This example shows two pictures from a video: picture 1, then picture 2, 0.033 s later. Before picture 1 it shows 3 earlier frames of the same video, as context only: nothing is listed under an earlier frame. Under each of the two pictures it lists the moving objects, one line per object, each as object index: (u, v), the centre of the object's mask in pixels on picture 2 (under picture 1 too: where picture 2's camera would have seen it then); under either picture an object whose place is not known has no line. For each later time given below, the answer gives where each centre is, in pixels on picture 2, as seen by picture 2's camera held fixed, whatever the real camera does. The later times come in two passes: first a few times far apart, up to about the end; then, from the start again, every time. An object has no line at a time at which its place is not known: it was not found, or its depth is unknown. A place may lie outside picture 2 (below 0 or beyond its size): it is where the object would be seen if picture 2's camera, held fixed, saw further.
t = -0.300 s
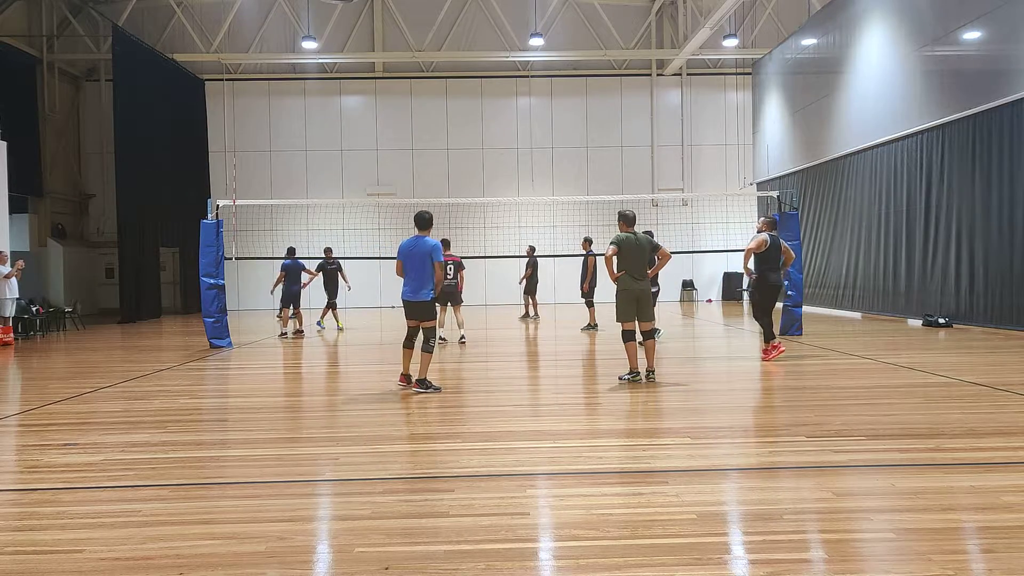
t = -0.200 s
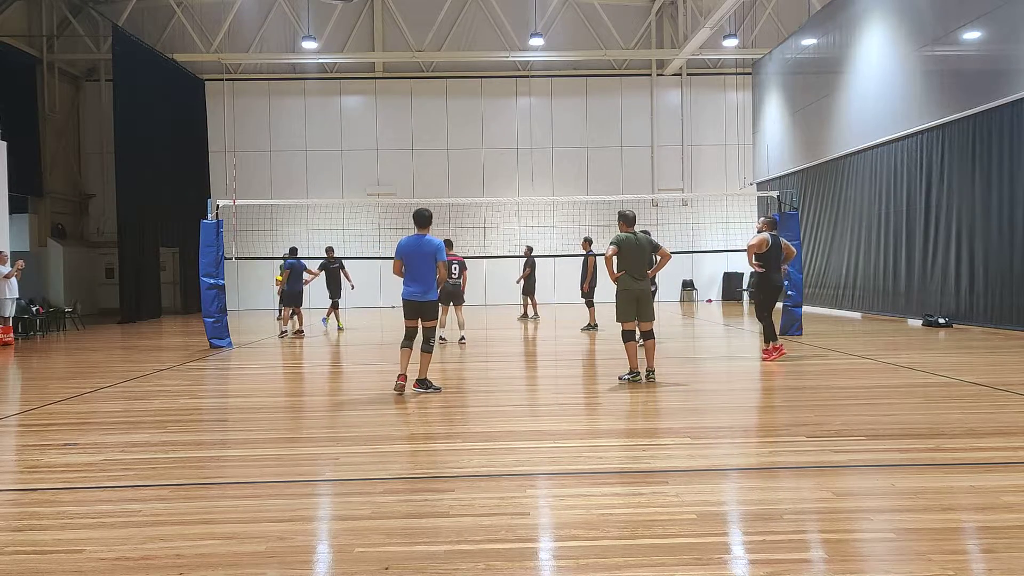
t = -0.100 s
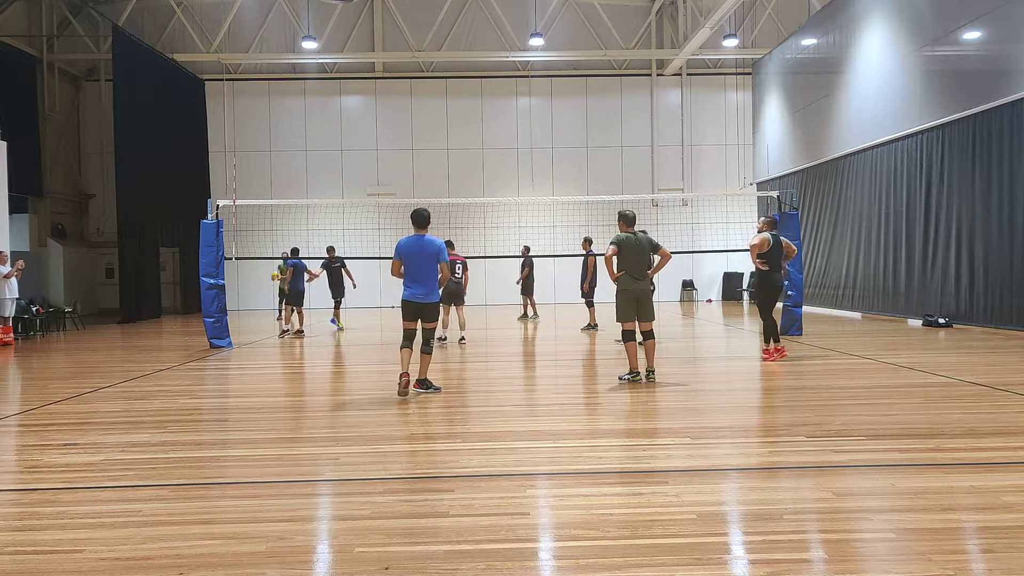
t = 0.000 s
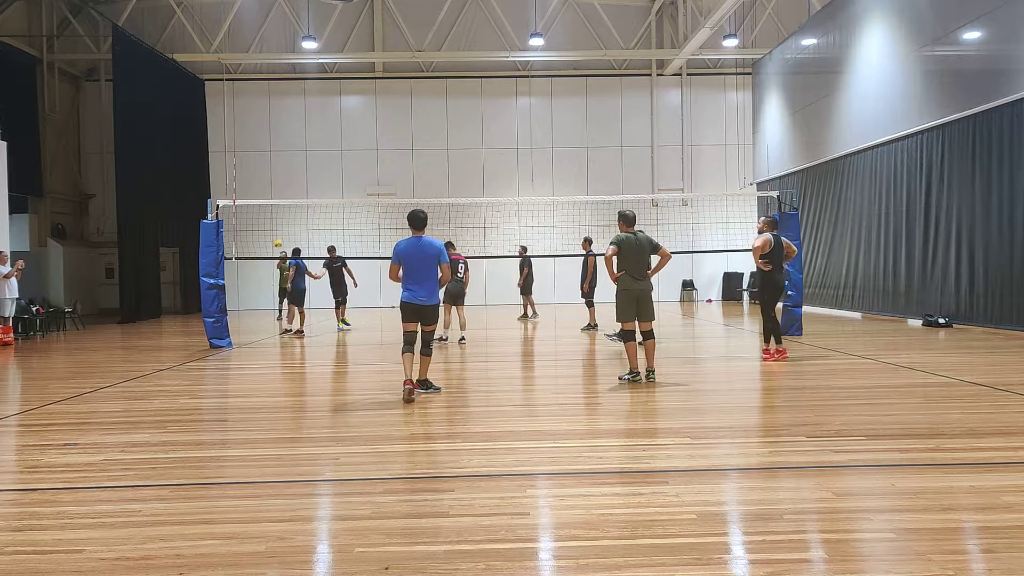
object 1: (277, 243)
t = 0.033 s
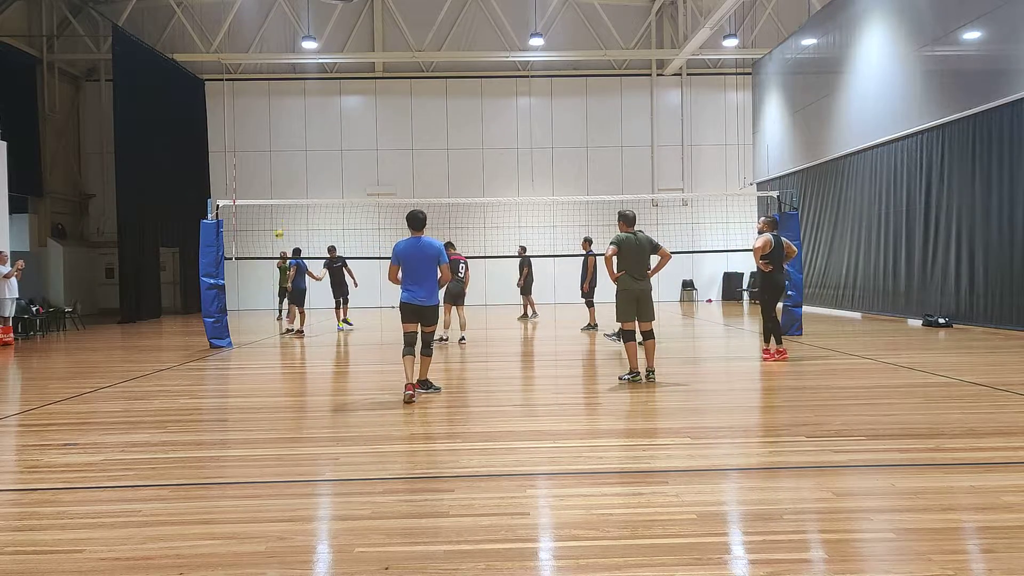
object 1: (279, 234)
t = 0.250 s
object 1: (284, 175)
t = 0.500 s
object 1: (284, 125)
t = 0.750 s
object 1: (281, 101)
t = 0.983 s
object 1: (278, 107)
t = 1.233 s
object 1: (275, 159)
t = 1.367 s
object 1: (274, 212)
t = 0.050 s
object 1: (279, 229)
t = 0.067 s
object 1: (280, 223)
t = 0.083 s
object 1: (280, 218)
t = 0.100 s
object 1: (281, 214)
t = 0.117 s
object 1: (281, 209)
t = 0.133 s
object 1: (281, 206)
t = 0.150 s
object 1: (282, 199)
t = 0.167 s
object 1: (282, 195)
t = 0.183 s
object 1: (283, 191)
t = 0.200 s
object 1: (283, 187)
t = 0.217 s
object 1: (283, 183)
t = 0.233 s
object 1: (283, 179)
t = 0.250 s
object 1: (284, 175)
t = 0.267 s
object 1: (284, 171)
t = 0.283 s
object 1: (284, 167)
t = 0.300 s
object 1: (284, 163)
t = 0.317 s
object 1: (284, 160)
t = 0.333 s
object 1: (284, 156)
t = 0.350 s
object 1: (284, 153)
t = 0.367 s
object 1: (284, 149)
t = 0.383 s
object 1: (284, 146)
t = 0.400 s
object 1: (284, 143)
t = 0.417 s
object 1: (284, 140)
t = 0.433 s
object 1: (284, 136)
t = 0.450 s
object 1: (285, 133)
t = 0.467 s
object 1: (284, 131)
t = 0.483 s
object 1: (284, 128)
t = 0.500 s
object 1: (284, 125)
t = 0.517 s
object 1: (284, 123)
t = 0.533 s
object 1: (284, 121)
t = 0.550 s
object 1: (284, 118)
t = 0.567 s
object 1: (284, 116)
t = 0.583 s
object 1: (284, 114)
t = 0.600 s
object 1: (283, 112)
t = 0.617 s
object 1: (283, 110)
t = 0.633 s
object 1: (283, 109)
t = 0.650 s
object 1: (283, 107)
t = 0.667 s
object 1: (282, 106)
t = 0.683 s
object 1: (282, 104)
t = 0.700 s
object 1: (282, 103)
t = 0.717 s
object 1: (282, 102)
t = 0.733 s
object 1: (281, 101)
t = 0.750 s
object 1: (281, 101)
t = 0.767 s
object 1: (281, 100)
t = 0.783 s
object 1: (281, 100)
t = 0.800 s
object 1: (281, 100)
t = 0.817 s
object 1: (281, 99)
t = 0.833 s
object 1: (280, 99)
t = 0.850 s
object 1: (280, 99)
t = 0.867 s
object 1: (280, 99)
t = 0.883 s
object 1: (280, 100)
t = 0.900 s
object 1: (279, 101)
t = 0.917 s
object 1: (279, 102)
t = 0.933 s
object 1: (279, 103)
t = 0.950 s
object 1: (279, 104)
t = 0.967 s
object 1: (279, 105)
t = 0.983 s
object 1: (278, 107)
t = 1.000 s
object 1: (278, 109)
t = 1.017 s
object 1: (278, 111)
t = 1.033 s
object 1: (277, 113)
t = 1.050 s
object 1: (277, 116)
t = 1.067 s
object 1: (277, 119)
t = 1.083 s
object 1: (277, 122)
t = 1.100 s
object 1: (277, 125)
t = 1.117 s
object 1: (276, 128)
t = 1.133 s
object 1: (276, 132)
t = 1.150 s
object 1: (276, 136)
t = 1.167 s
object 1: (276, 140)
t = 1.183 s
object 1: (276, 144)
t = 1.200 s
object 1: (275, 149)
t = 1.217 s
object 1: (275, 154)
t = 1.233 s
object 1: (275, 159)
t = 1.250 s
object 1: (275, 165)
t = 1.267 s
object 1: (275, 171)
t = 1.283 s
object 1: (275, 177)
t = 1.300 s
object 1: (275, 183)
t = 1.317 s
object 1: (274, 190)
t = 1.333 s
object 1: (274, 197)
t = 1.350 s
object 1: (274, 204)
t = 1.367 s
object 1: (274, 212)
